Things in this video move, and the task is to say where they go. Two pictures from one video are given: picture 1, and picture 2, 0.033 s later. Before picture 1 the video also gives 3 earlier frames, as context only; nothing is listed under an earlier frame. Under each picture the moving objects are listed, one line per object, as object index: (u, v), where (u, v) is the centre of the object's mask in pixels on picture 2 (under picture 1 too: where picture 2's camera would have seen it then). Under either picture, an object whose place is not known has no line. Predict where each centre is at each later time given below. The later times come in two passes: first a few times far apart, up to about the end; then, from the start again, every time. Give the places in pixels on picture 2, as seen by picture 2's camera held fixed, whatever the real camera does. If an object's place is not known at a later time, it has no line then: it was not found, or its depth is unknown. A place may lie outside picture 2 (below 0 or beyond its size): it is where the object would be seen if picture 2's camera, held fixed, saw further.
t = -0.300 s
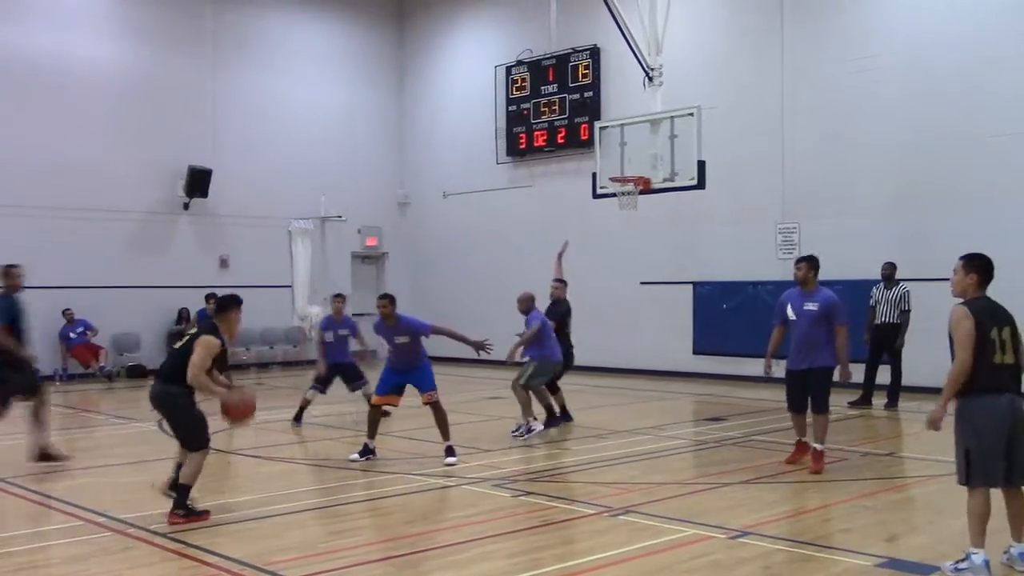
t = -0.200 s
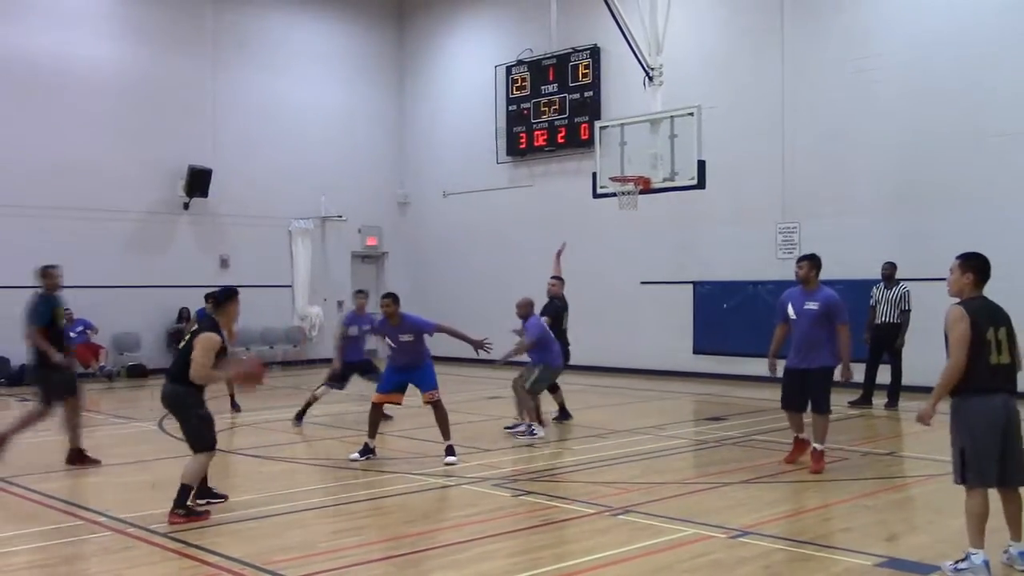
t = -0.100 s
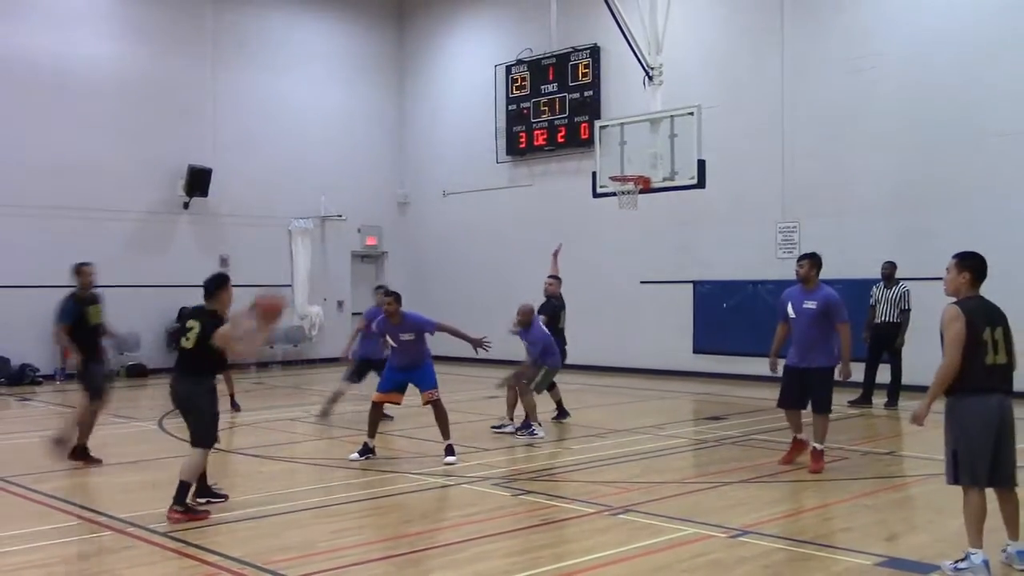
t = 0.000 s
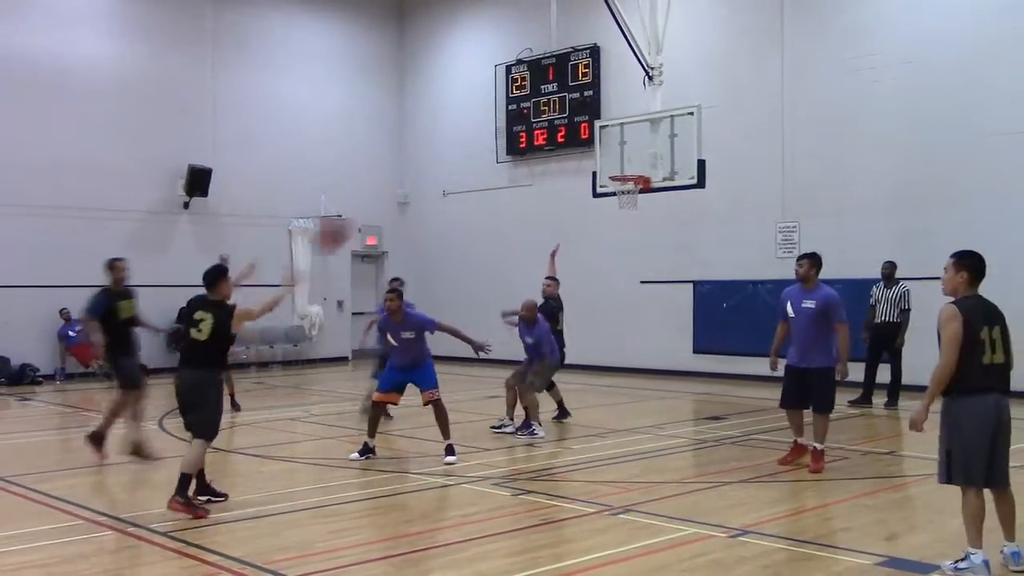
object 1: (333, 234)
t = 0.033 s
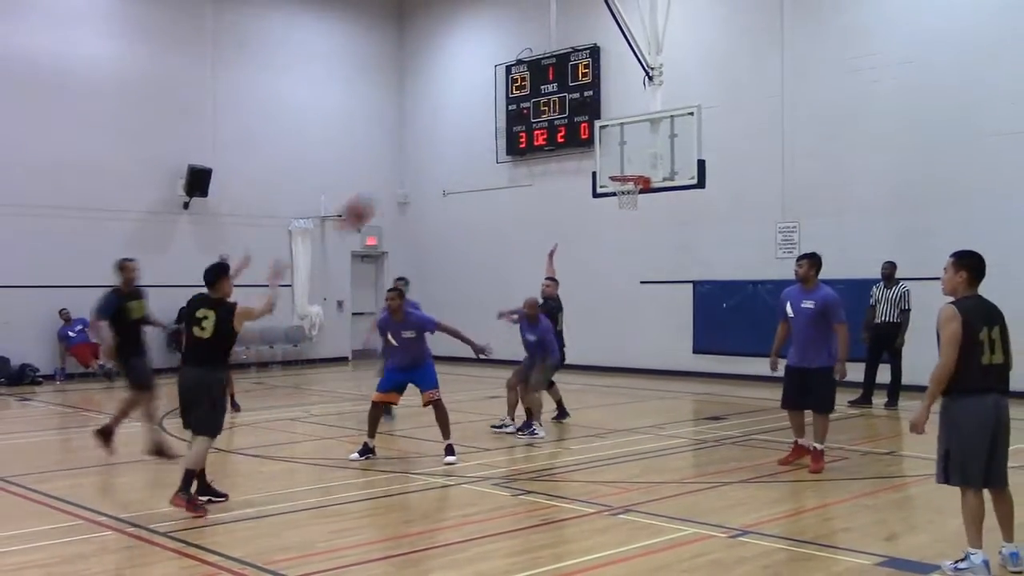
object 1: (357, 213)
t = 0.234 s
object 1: (473, 129)
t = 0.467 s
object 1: (579, 99)
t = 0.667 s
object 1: (648, 116)
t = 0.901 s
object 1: (716, 168)
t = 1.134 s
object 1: (769, 249)
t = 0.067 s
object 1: (377, 195)
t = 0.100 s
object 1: (399, 177)
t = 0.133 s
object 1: (417, 163)
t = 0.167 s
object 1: (437, 150)
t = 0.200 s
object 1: (455, 139)
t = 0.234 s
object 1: (473, 129)
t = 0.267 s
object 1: (489, 122)
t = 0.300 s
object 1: (509, 115)
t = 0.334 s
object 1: (520, 108)
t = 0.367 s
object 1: (535, 105)
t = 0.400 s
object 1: (549, 103)
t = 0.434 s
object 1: (565, 98)
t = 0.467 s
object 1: (579, 99)
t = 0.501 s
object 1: (590, 100)
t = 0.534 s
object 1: (601, 102)
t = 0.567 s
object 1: (615, 104)
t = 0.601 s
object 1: (626, 107)
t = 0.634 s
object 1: (637, 111)
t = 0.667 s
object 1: (648, 116)
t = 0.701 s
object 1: (658, 121)
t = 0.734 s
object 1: (668, 127)
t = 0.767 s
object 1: (678, 135)
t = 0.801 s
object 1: (688, 142)
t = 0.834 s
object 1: (697, 150)
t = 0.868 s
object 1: (707, 158)
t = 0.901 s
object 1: (716, 168)
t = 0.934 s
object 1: (724, 178)
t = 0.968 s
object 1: (732, 189)
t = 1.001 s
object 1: (740, 199)
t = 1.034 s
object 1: (748, 212)
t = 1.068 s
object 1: (755, 224)
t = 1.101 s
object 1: (762, 236)
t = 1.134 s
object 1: (769, 249)
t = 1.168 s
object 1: (776, 264)
